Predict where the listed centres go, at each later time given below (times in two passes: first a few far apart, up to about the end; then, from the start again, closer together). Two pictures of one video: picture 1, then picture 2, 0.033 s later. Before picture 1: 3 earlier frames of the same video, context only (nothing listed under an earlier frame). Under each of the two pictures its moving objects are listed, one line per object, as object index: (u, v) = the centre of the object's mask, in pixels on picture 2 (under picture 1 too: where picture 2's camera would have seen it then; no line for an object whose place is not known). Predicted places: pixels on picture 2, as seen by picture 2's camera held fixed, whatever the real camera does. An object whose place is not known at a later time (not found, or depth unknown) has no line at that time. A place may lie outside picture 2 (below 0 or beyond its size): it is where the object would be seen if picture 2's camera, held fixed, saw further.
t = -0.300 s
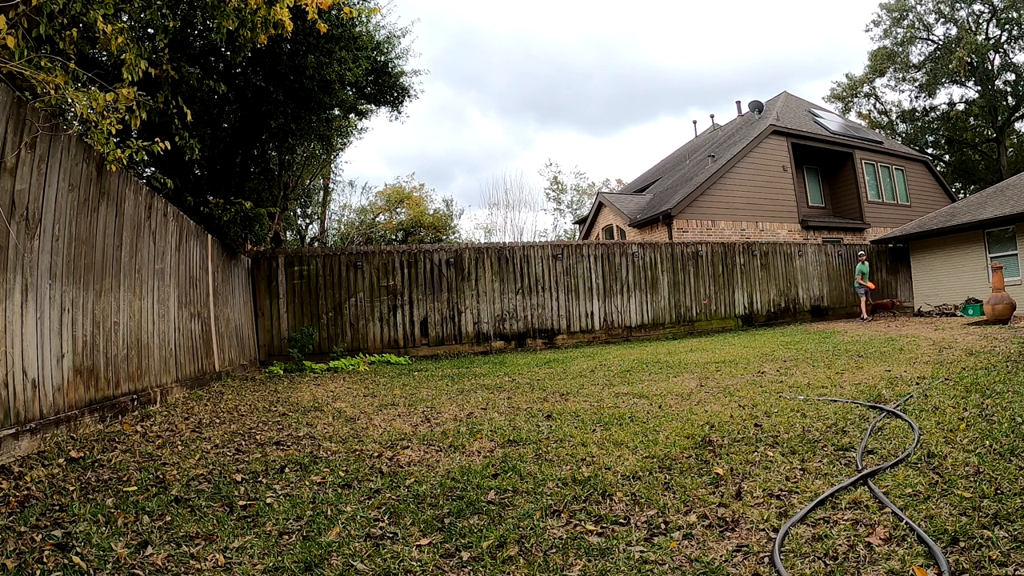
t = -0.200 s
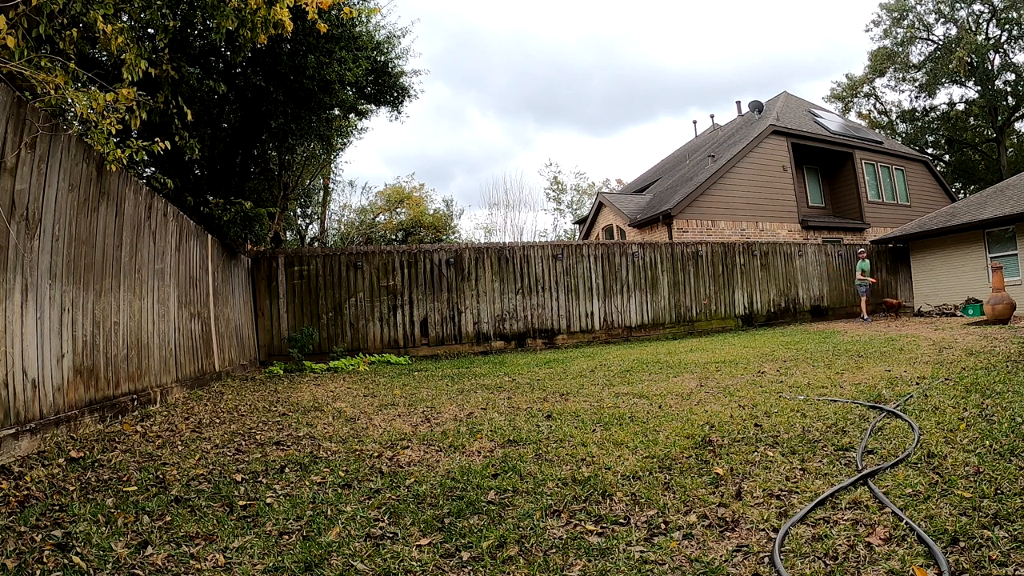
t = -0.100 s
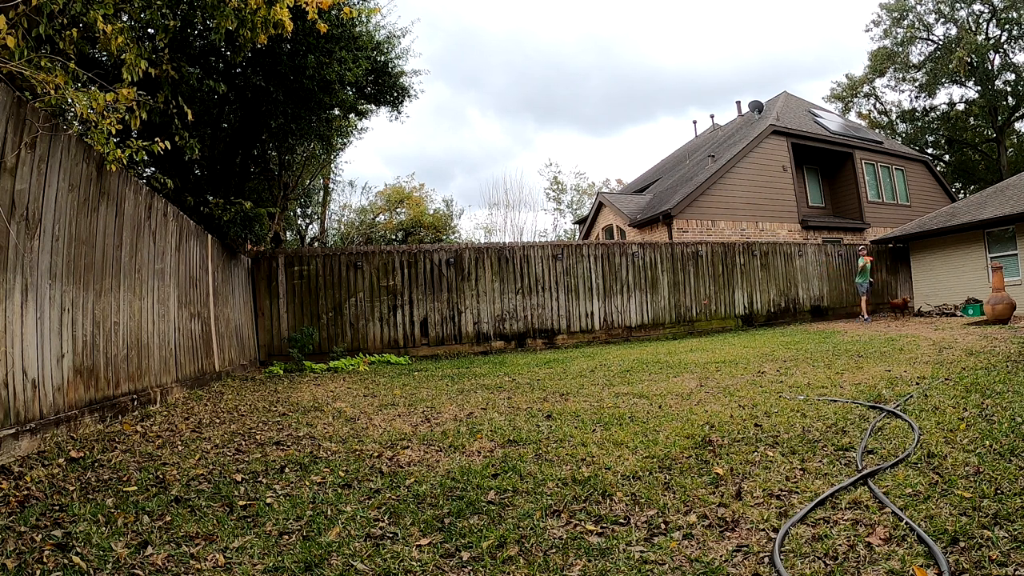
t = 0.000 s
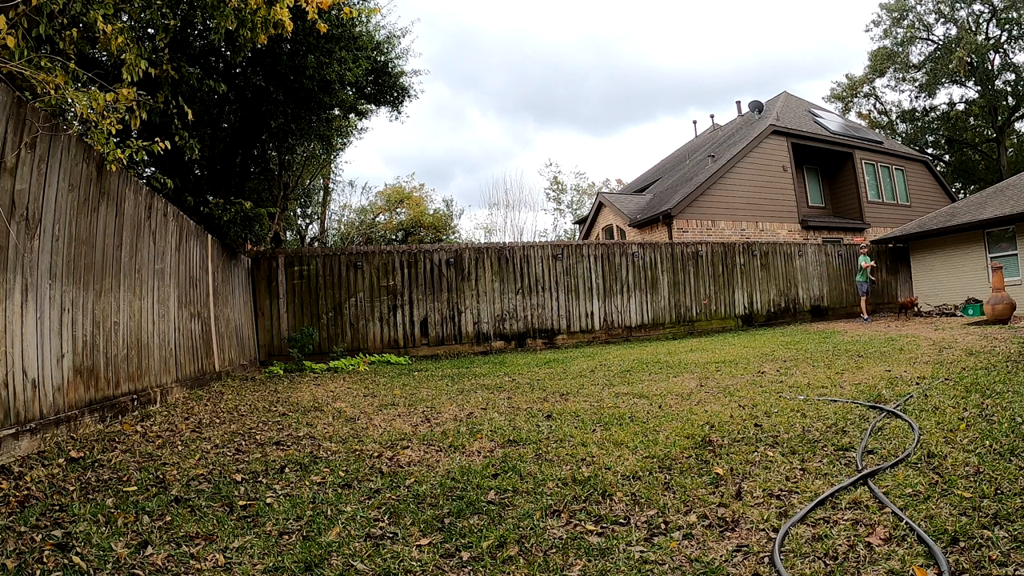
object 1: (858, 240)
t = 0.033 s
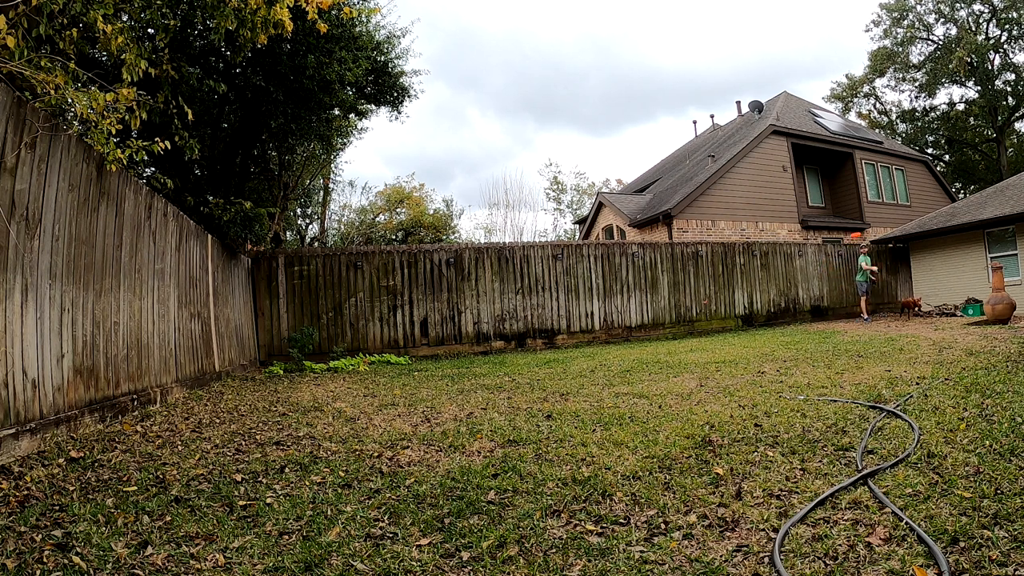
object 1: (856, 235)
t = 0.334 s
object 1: (825, 217)
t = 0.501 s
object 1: (805, 222)
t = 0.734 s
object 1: (766, 240)
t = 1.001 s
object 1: (694, 280)
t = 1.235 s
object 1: (594, 336)
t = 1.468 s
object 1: (449, 415)
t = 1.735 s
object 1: (326, 436)
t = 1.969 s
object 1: (292, 442)
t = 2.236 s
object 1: (291, 443)
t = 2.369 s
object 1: (292, 443)
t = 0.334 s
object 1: (825, 217)
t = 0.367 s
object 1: (822, 217)
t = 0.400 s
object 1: (818, 218)
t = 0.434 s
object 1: (814, 219)
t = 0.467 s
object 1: (809, 220)
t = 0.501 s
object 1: (805, 222)
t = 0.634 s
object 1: (785, 231)
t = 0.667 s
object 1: (779, 233)
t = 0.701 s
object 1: (773, 237)
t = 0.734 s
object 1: (766, 240)
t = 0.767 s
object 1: (758, 245)
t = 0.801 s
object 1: (751, 248)
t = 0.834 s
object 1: (743, 253)
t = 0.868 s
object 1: (734, 258)
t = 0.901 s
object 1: (725, 263)
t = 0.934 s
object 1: (715, 269)
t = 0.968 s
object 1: (705, 274)
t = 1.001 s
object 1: (694, 280)
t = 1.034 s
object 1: (682, 287)
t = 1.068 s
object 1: (670, 295)
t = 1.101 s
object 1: (656, 302)
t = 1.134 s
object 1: (643, 310)
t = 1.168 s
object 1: (627, 318)
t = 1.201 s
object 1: (612, 327)
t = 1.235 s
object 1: (594, 336)
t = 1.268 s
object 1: (577, 346)
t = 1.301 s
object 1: (558, 356)
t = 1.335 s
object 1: (539, 367)
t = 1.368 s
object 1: (517, 378)
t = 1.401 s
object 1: (495, 389)
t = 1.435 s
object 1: (473, 401)
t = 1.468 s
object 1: (449, 415)
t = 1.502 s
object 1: (425, 424)
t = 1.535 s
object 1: (410, 424)
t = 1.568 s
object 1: (394, 424)
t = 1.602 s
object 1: (380, 426)
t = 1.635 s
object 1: (366, 429)
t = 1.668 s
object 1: (350, 432)
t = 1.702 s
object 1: (337, 435)
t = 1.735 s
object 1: (326, 436)
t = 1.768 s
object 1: (319, 436)
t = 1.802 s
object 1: (312, 437)
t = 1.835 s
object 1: (304, 440)
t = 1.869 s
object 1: (299, 441)
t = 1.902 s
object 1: (294, 442)
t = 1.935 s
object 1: (292, 442)
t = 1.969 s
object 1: (292, 442)
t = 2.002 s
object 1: (291, 442)
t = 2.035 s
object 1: (291, 443)
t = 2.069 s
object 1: (292, 443)
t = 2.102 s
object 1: (291, 443)
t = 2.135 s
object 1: (291, 443)
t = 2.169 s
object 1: (291, 443)
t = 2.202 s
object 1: (291, 443)
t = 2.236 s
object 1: (291, 443)
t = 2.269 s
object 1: (291, 443)
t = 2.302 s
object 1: (291, 443)
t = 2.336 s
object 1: (292, 443)
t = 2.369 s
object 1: (292, 443)
